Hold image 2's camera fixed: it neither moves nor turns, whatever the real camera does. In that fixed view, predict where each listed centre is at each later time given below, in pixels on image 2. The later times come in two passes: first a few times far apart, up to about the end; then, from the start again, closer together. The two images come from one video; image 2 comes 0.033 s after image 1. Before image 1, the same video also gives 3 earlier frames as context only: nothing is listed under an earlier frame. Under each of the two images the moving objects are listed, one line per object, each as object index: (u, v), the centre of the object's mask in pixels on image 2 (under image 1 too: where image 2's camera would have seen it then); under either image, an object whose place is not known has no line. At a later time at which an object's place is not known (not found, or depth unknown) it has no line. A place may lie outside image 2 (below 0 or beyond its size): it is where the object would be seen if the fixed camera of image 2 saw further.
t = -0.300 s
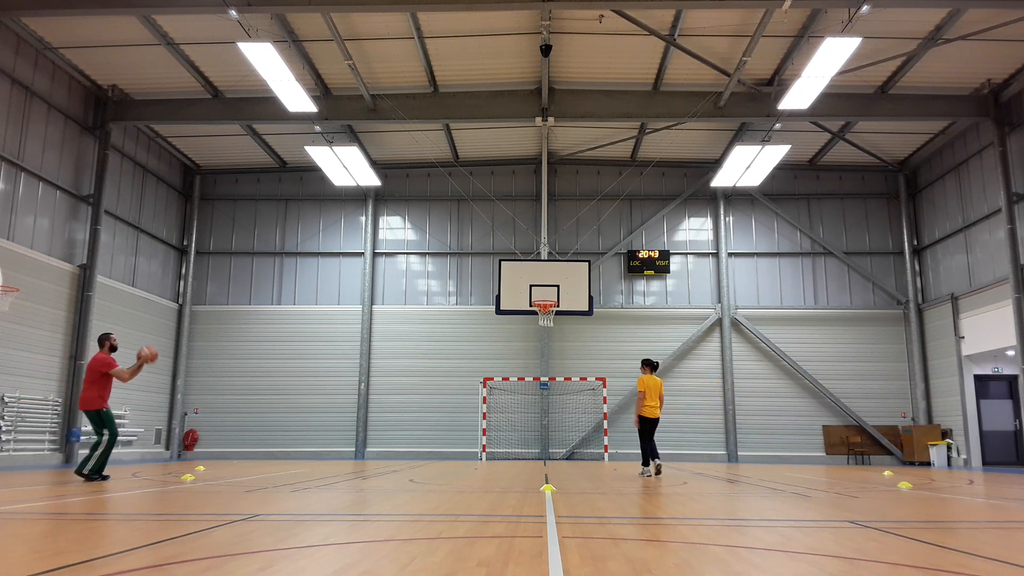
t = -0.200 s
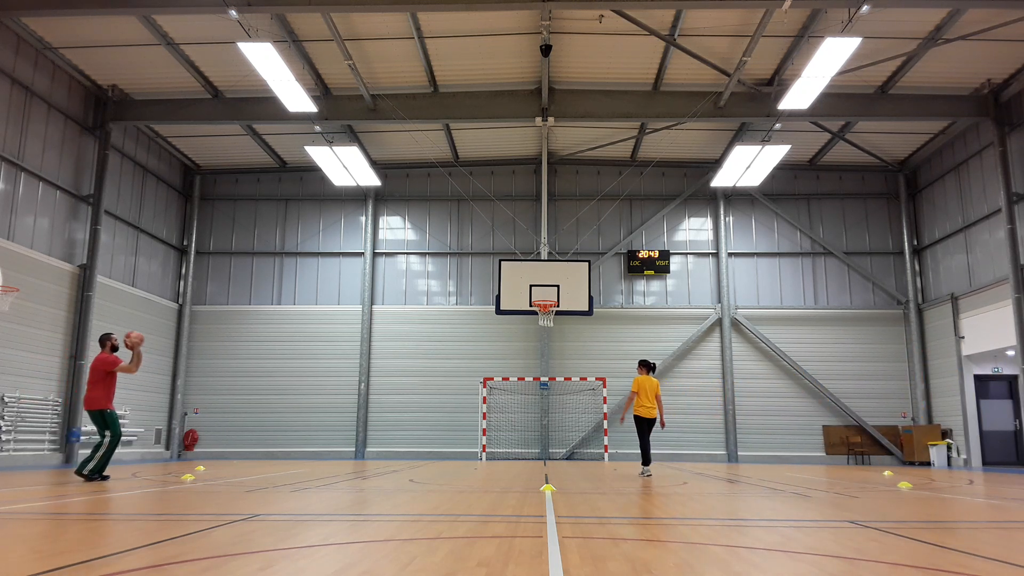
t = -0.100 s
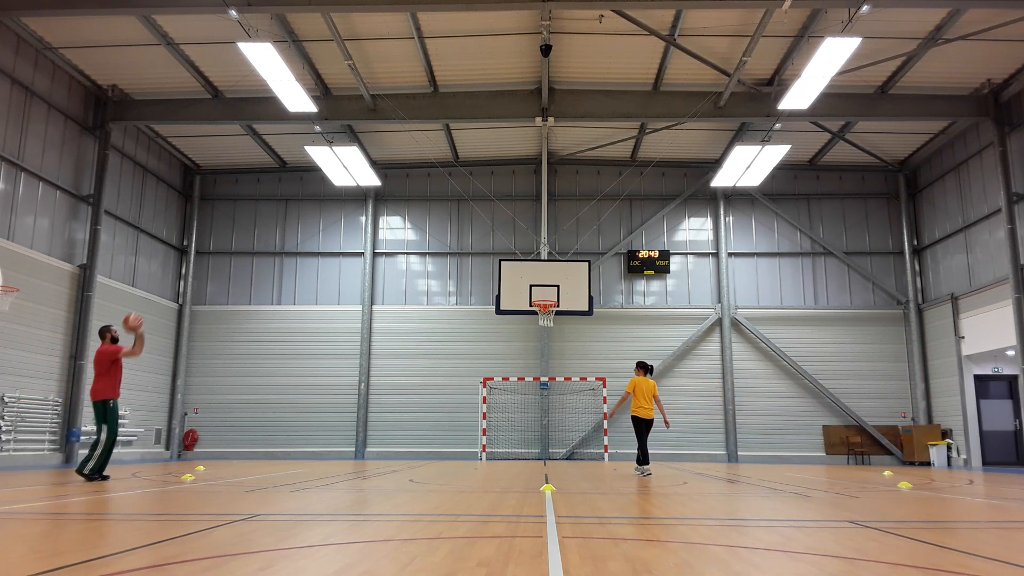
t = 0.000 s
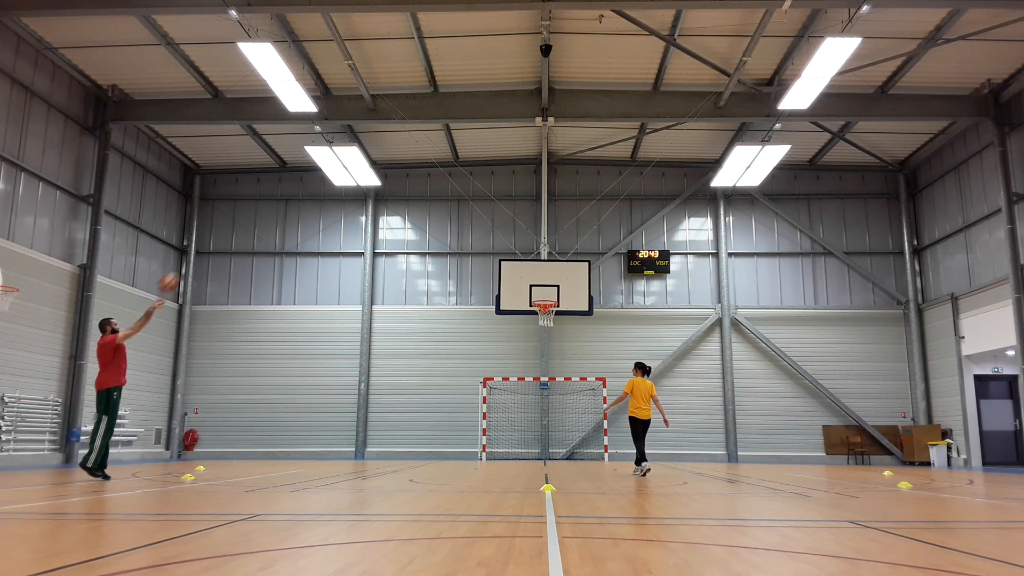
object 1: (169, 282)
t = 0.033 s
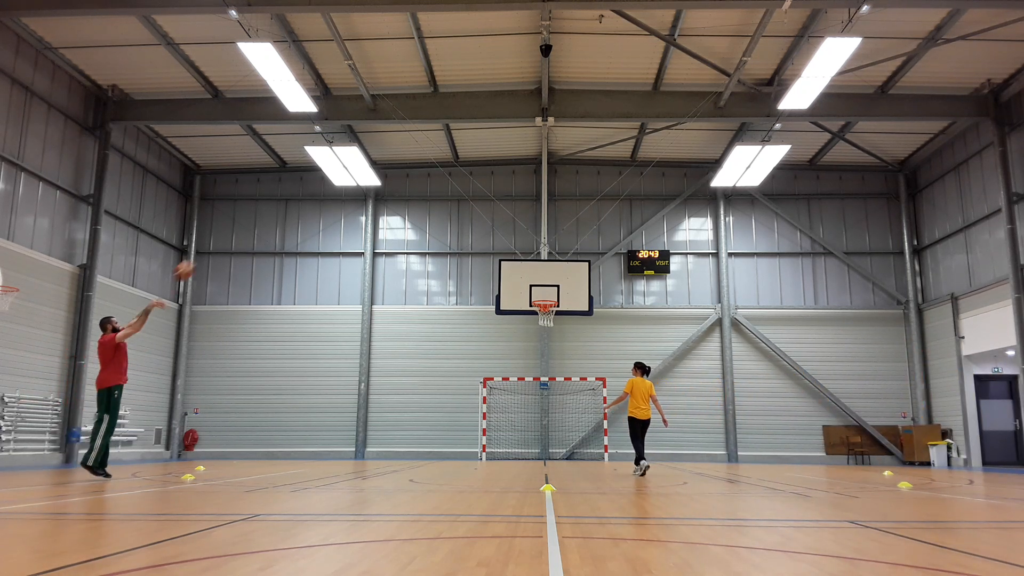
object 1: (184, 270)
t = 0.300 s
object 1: (296, 204)
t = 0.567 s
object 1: (383, 189)
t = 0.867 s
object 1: (463, 216)
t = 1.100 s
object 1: (518, 265)
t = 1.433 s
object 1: (558, 322)
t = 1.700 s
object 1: (563, 365)
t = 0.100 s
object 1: (215, 248)
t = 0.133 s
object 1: (230, 238)
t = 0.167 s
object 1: (244, 229)
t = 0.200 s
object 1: (257, 221)
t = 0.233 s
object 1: (271, 214)
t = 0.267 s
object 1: (283, 209)
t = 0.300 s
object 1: (296, 204)
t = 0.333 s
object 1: (307, 199)
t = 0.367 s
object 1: (318, 196)
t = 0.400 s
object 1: (330, 193)
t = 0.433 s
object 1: (341, 192)
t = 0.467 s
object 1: (352, 191)
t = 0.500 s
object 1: (362, 190)
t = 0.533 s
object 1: (374, 190)
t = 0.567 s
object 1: (383, 189)
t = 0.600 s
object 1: (392, 190)
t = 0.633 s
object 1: (401, 191)
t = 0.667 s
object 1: (410, 193)
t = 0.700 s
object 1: (420, 195)
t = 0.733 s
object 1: (428, 198)
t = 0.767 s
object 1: (437, 202)
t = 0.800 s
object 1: (446, 206)
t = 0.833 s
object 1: (455, 211)
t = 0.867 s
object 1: (463, 216)
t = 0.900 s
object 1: (472, 221)
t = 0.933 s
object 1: (480, 227)
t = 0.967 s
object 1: (488, 234)
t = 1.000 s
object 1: (496, 241)
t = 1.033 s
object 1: (503, 249)
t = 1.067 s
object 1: (511, 256)
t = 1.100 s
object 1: (518, 265)
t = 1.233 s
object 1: (547, 304)
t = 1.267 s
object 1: (554, 312)
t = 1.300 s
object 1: (556, 314)
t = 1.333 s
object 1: (557, 315)
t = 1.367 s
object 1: (557, 317)
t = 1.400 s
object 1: (558, 319)
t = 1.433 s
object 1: (558, 322)
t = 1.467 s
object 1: (559, 326)
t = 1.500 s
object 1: (559, 330)
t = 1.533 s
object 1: (560, 334)
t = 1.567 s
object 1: (561, 339)
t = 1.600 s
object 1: (561, 345)
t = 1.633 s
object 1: (561, 351)
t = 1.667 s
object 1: (562, 358)
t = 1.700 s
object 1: (563, 365)
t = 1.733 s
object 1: (563, 372)
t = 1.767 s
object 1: (564, 381)
